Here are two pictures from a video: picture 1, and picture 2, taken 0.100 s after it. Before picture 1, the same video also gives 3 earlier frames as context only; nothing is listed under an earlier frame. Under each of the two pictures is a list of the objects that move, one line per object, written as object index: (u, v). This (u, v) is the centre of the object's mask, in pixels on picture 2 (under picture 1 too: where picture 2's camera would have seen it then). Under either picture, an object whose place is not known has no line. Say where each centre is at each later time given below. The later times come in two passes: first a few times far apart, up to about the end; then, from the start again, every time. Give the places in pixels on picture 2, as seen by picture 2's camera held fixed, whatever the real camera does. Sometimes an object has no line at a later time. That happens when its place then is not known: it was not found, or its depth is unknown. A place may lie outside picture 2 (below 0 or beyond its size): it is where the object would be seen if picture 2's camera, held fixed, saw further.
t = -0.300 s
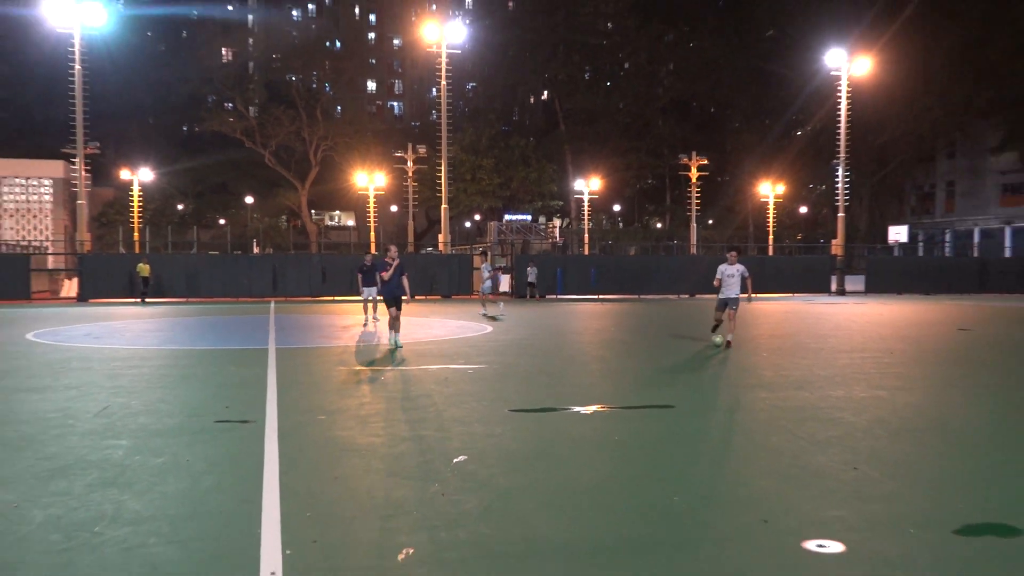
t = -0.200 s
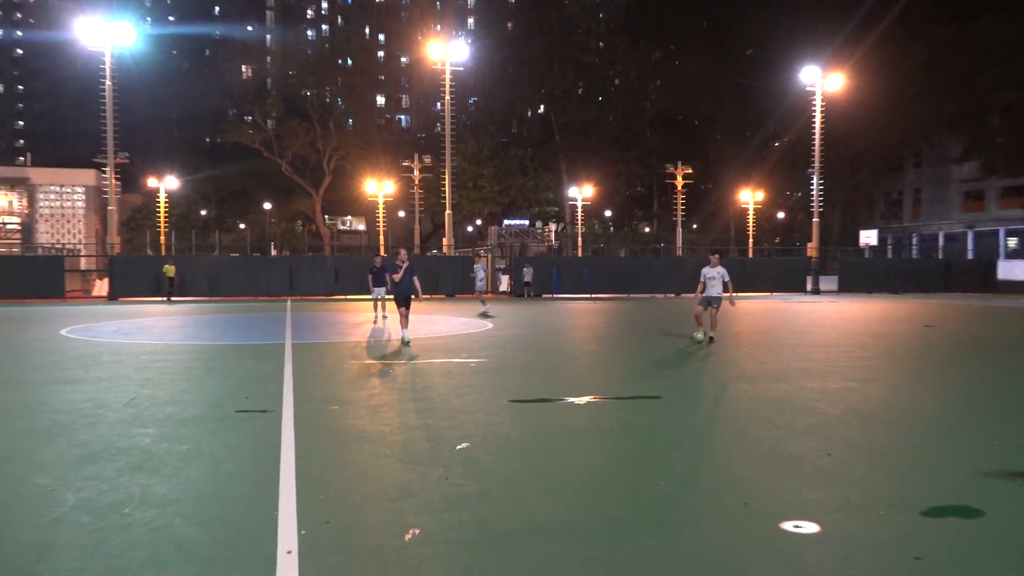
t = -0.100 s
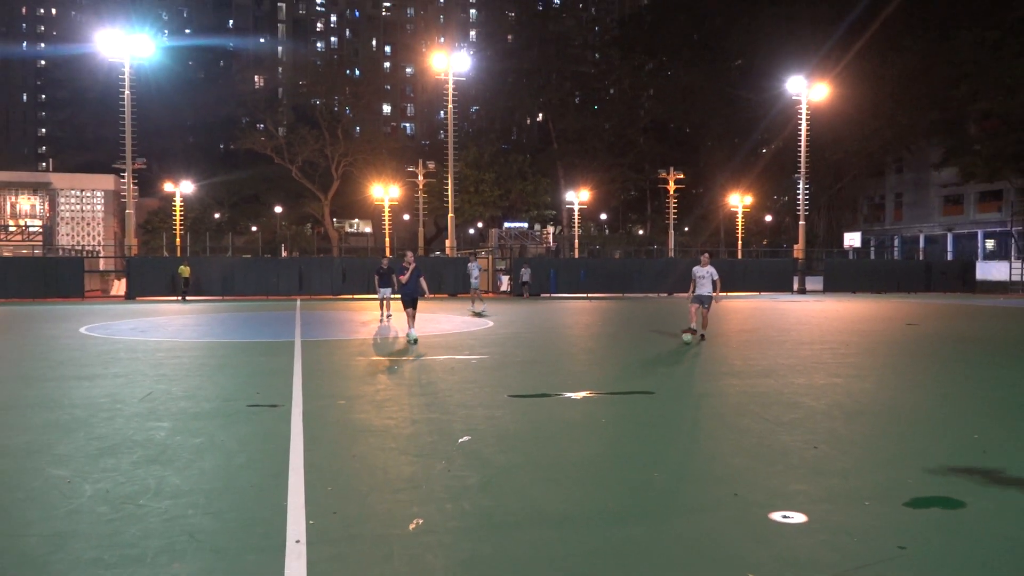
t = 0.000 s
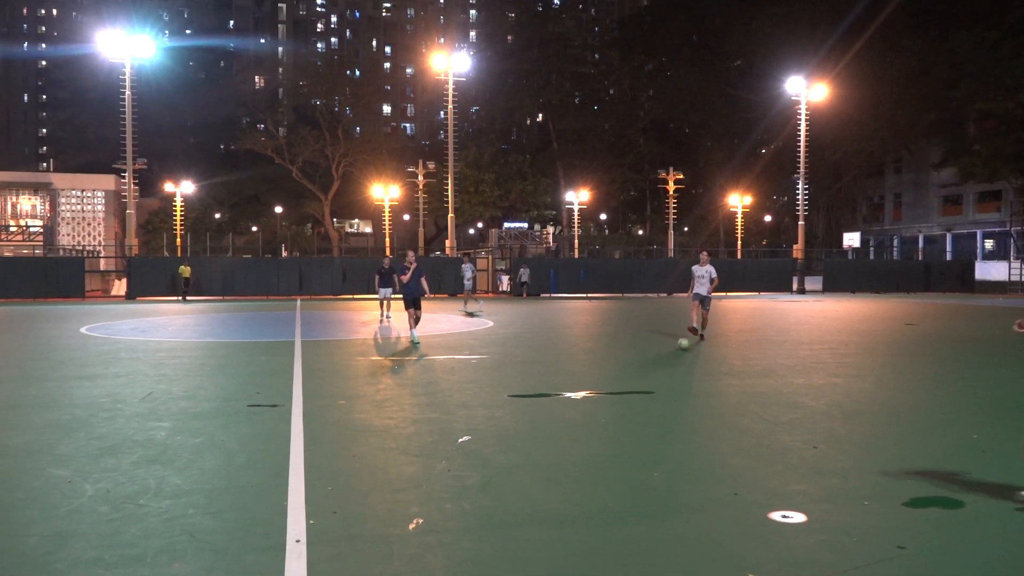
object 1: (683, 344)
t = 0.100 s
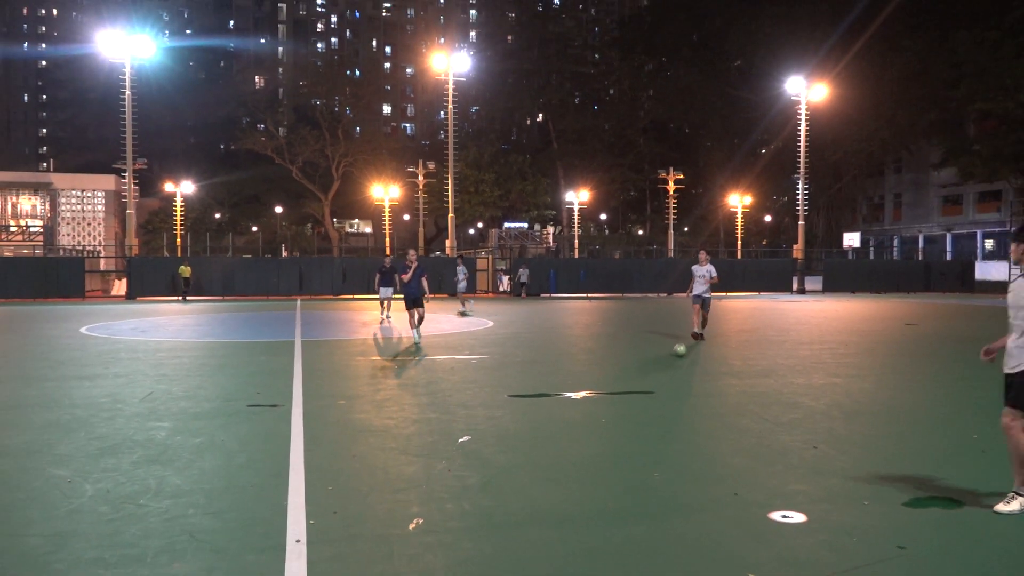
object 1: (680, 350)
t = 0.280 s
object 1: (673, 362)
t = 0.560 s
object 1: (664, 382)
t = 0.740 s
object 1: (657, 401)
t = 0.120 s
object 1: (679, 351)
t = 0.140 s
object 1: (678, 353)
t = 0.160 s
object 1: (678, 354)
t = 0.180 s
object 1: (677, 355)
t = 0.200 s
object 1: (676, 357)
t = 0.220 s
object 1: (676, 358)
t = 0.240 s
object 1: (675, 359)
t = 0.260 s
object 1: (674, 360)
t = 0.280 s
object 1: (673, 362)
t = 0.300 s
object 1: (673, 364)
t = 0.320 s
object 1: (672, 366)
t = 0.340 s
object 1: (672, 367)
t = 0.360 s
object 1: (671, 367)
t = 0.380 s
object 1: (670, 367)
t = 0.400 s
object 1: (669, 369)
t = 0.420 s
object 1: (669, 371)
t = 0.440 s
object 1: (668, 373)
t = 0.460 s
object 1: (667, 375)
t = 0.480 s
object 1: (666, 378)
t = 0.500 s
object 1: (666, 378)
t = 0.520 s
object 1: (665, 379)
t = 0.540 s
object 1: (664, 380)
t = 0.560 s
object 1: (664, 382)
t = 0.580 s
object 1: (663, 384)
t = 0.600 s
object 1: (662, 386)
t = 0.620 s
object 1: (661, 389)
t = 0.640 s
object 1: (661, 391)
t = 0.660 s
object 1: (660, 392)
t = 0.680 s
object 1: (659, 395)
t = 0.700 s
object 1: (658, 397)
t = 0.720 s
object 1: (658, 399)
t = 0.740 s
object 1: (657, 401)
